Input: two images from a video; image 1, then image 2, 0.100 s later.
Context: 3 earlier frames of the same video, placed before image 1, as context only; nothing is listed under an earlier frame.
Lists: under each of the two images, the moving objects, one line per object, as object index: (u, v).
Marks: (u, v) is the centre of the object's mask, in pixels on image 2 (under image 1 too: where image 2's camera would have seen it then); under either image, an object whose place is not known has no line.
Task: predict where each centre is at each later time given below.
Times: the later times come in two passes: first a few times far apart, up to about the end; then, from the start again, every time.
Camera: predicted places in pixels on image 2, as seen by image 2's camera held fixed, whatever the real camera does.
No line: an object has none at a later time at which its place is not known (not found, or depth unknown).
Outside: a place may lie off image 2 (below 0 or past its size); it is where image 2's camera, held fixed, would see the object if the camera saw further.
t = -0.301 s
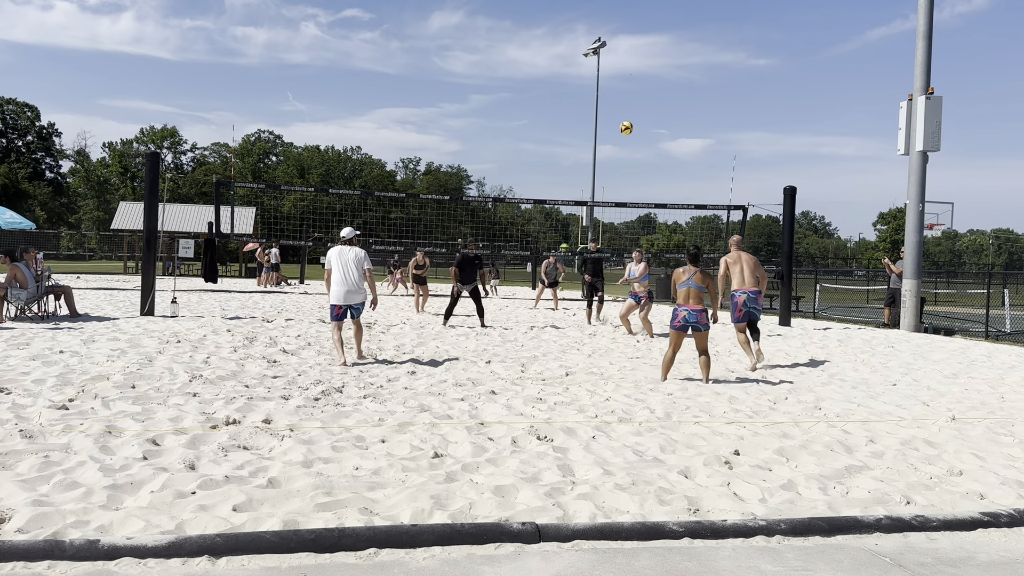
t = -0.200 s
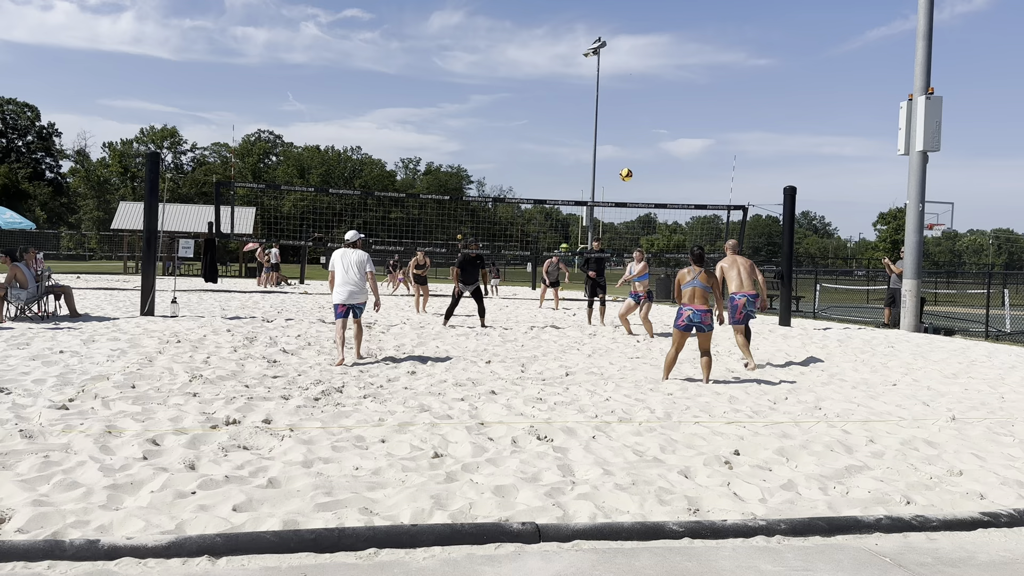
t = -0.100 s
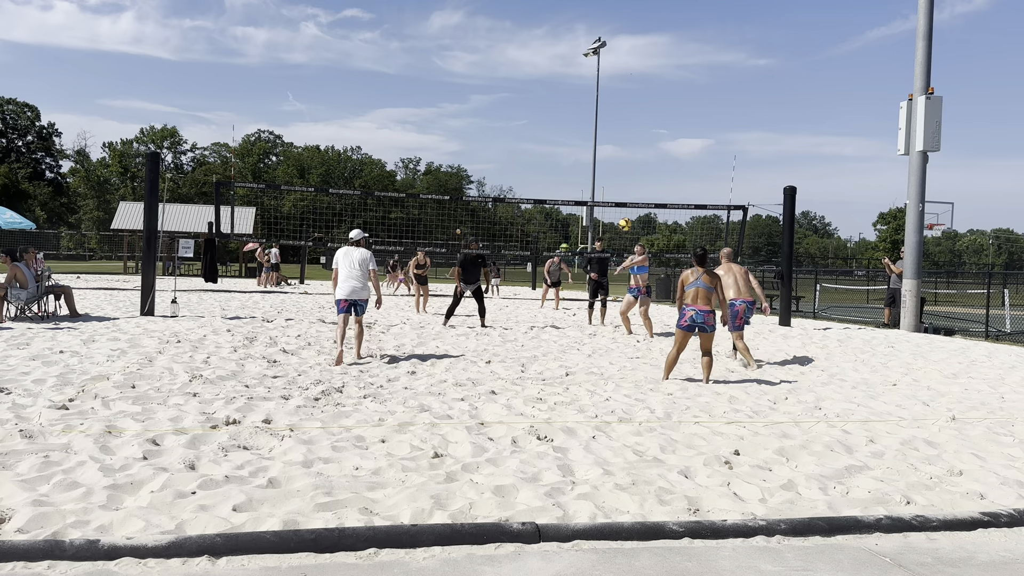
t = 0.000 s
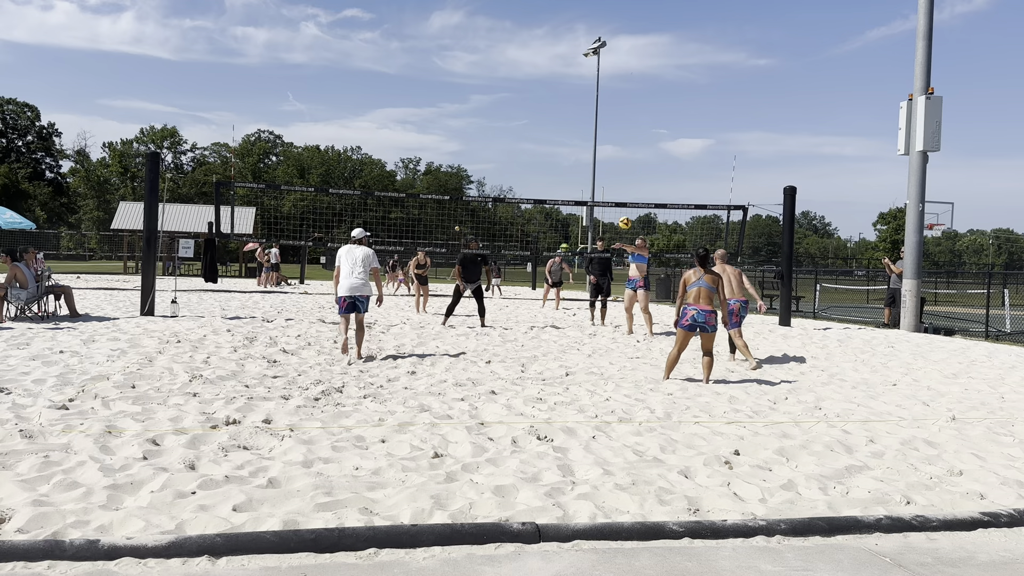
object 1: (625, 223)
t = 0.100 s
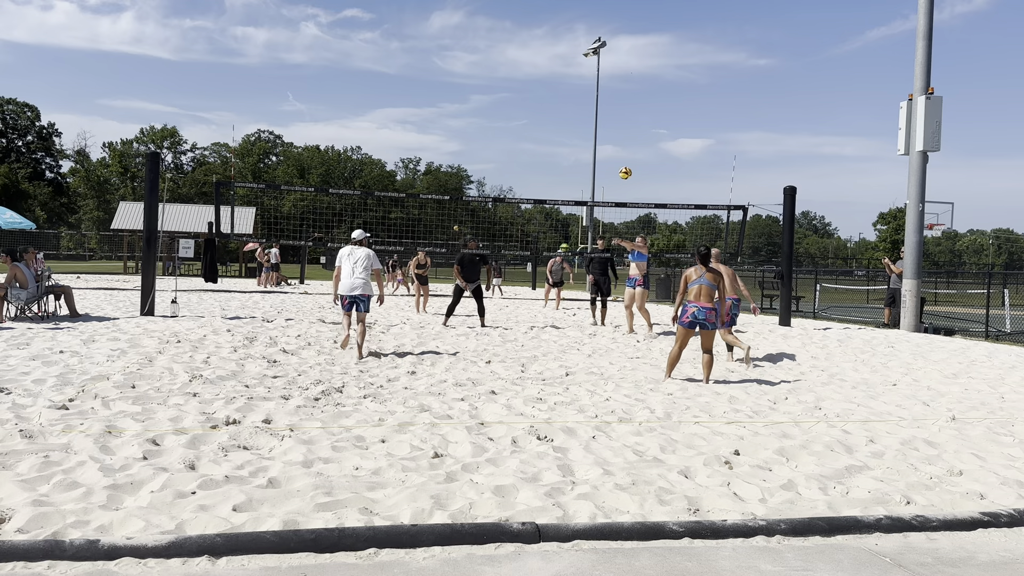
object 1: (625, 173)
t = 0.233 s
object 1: (626, 117)
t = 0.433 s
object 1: (628, 54)
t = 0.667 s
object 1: (629, 13)
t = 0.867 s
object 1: (629, 5)
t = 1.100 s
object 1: (628, 23)
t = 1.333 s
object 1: (627, 72)
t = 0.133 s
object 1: (625, 158)
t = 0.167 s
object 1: (626, 143)
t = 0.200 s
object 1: (626, 130)
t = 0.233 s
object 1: (626, 117)
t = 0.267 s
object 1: (627, 104)
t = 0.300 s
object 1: (627, 93)
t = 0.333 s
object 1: (627, 82)
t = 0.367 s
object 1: (628, 72)
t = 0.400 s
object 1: (628, 63)
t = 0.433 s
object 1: (628, 54)
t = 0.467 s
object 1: (629, 46)
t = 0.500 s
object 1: (629, 39)
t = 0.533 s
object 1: (629, 32)
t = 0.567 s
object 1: (629, 26)
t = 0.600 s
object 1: (629, 21)
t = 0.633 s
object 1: (629, 17)
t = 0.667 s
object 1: (629, 13)
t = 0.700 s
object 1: (629, 10)
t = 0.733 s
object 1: (629, 7)
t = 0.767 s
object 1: (629, 6)
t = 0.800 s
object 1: (629, 5)
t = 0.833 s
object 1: (629, 5)
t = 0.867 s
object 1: (629, 5)
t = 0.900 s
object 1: (629, 6)
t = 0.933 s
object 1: (629, 6)
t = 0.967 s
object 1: (629, 8)
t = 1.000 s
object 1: (629, 11)
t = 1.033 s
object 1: (629, 15)
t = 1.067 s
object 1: (629, 19)
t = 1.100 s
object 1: (628, 23)
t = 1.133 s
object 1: (628, 28)
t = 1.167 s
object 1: (628, 34)
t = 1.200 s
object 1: (628, 41)
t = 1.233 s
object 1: (628, 48)
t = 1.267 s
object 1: (627, 55)
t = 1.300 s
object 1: (627, 64)
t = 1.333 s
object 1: (627, 72)
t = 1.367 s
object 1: (627, 82)
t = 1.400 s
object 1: (627, 91)
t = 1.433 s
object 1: (626, 102)
